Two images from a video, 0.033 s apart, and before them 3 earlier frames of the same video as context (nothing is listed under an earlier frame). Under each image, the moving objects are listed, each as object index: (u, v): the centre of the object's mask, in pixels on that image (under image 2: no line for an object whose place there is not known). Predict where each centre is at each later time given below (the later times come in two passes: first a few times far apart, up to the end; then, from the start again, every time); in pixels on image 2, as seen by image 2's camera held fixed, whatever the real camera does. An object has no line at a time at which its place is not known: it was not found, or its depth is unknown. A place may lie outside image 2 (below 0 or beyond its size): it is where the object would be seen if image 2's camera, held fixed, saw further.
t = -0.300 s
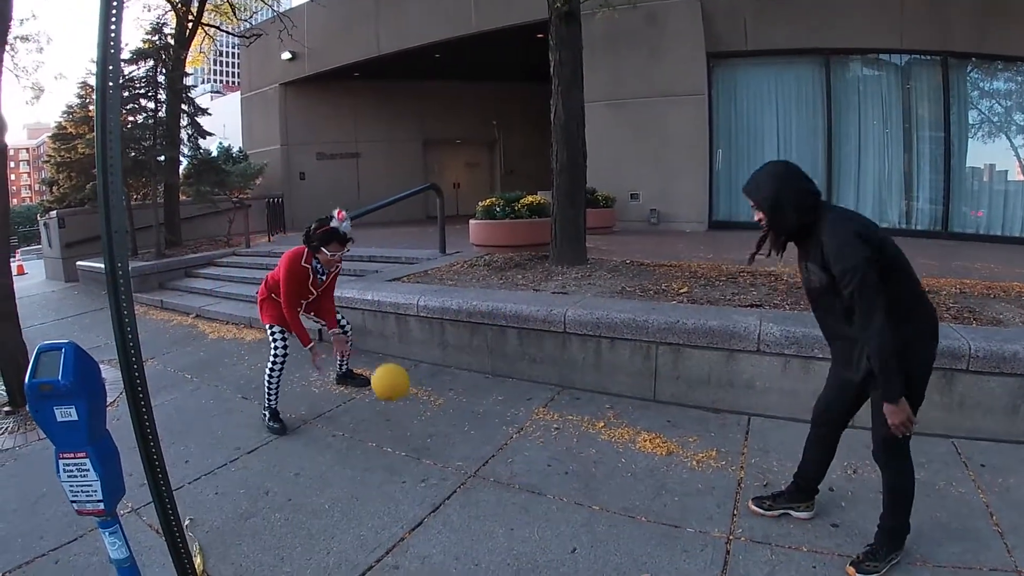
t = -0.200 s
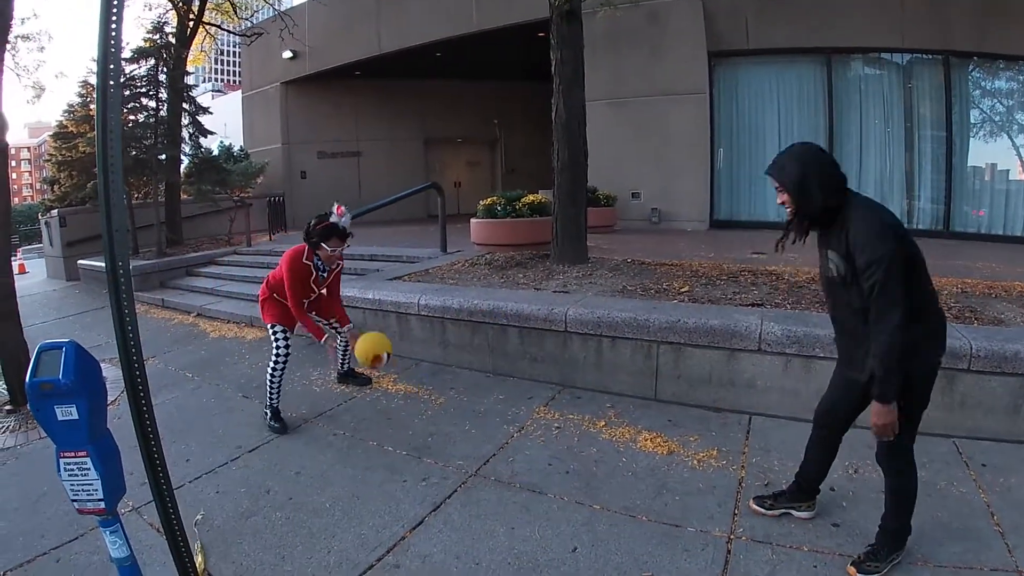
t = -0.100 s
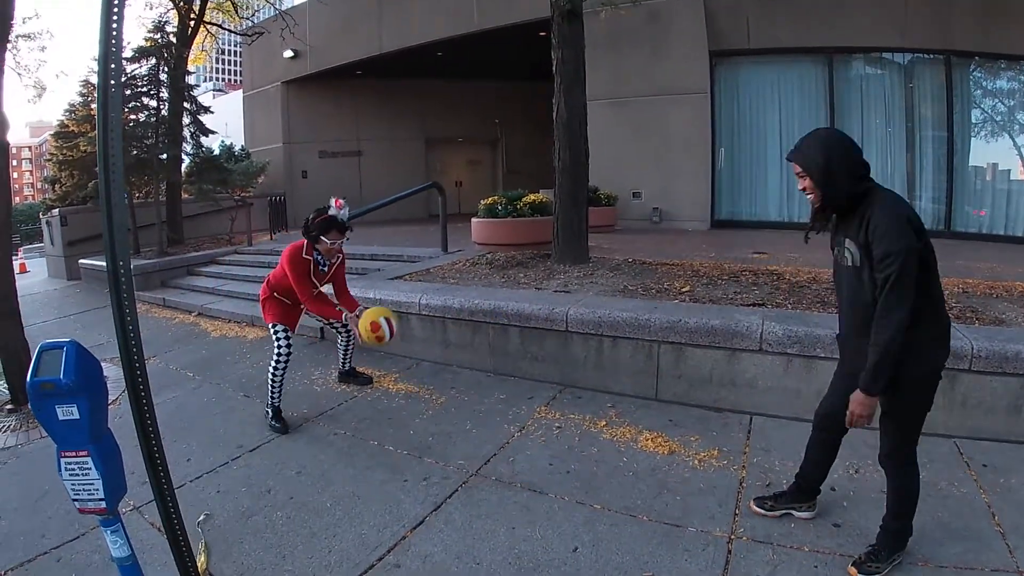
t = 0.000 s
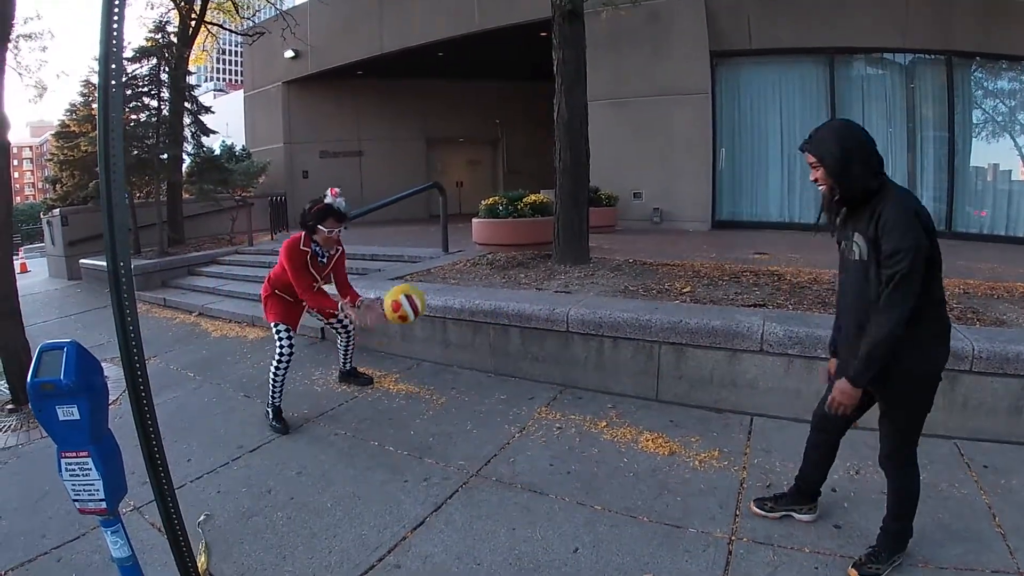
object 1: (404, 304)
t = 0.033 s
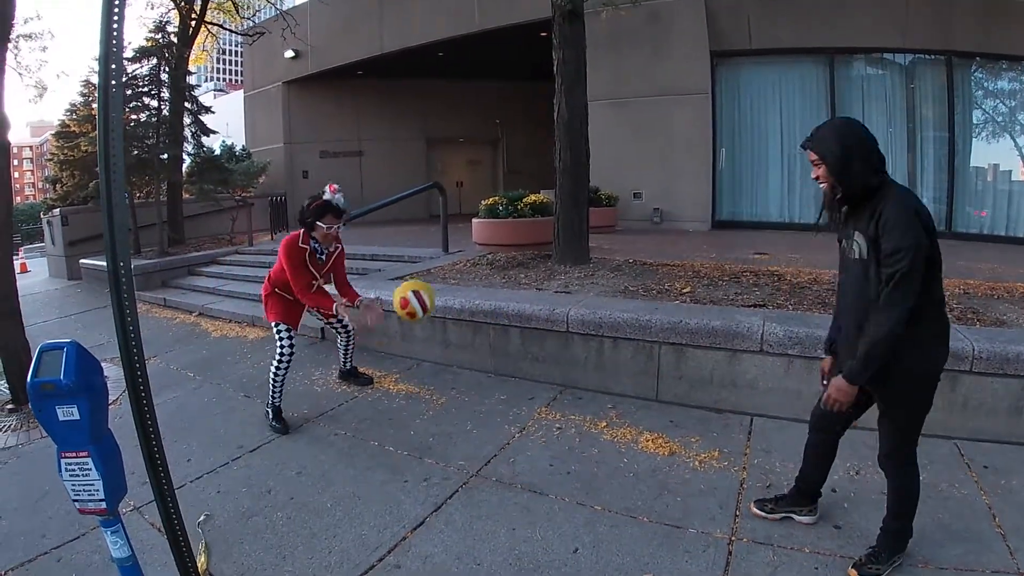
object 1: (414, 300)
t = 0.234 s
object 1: (485, 319)
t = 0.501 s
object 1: (600, 482)
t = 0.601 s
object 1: (623, 452)
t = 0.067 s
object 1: (423, 297)
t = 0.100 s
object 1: (435, 298)
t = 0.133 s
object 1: (447, 300)
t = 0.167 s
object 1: (459, 304)
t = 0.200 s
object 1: (471, 310)
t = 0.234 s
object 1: (485, 319)
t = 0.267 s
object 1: (499, 331)
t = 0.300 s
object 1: (513, 345)
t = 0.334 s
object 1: (527, 362)
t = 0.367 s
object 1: (542, 381)
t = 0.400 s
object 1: (555, 403)
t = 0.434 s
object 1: (570, 427)
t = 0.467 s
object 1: (585, 454)
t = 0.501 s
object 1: (600, 482)
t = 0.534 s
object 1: (607, 482)
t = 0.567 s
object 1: (615, 465)
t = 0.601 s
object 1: (623, 452)
